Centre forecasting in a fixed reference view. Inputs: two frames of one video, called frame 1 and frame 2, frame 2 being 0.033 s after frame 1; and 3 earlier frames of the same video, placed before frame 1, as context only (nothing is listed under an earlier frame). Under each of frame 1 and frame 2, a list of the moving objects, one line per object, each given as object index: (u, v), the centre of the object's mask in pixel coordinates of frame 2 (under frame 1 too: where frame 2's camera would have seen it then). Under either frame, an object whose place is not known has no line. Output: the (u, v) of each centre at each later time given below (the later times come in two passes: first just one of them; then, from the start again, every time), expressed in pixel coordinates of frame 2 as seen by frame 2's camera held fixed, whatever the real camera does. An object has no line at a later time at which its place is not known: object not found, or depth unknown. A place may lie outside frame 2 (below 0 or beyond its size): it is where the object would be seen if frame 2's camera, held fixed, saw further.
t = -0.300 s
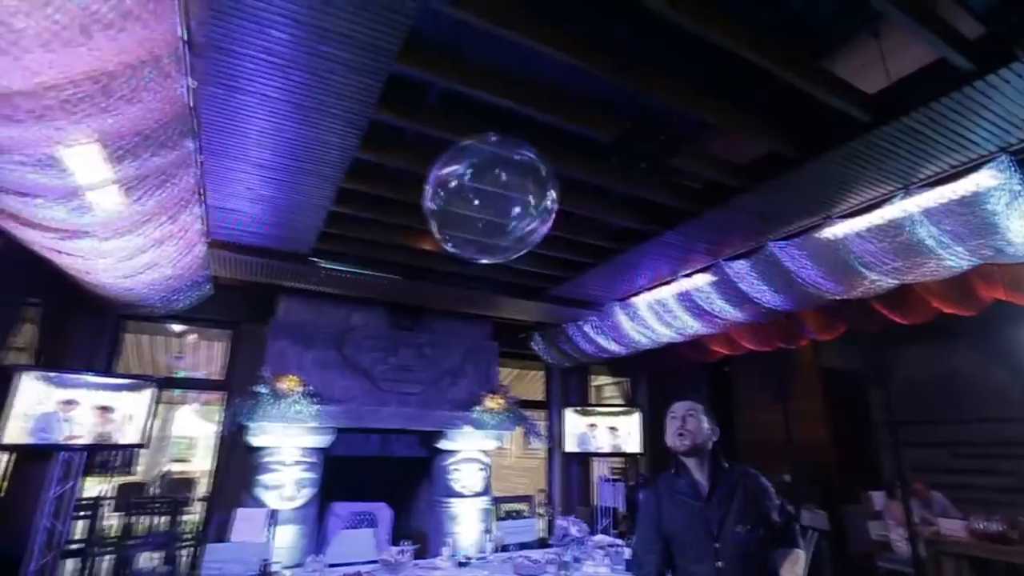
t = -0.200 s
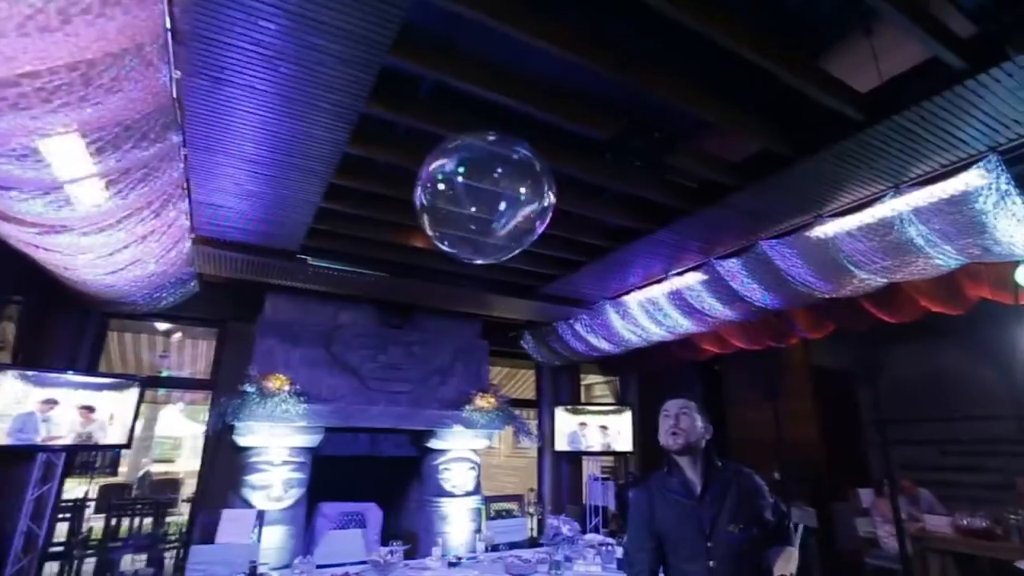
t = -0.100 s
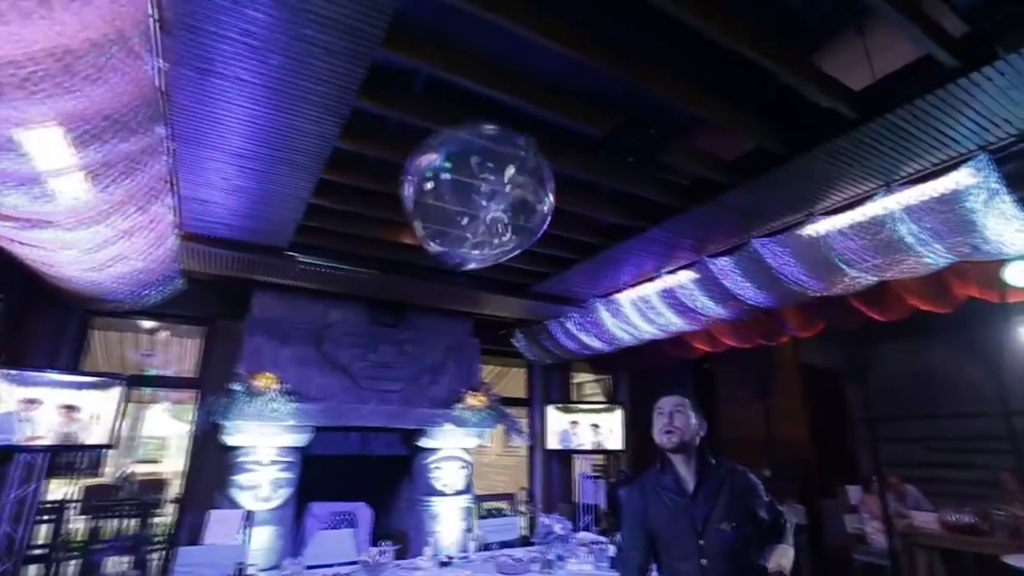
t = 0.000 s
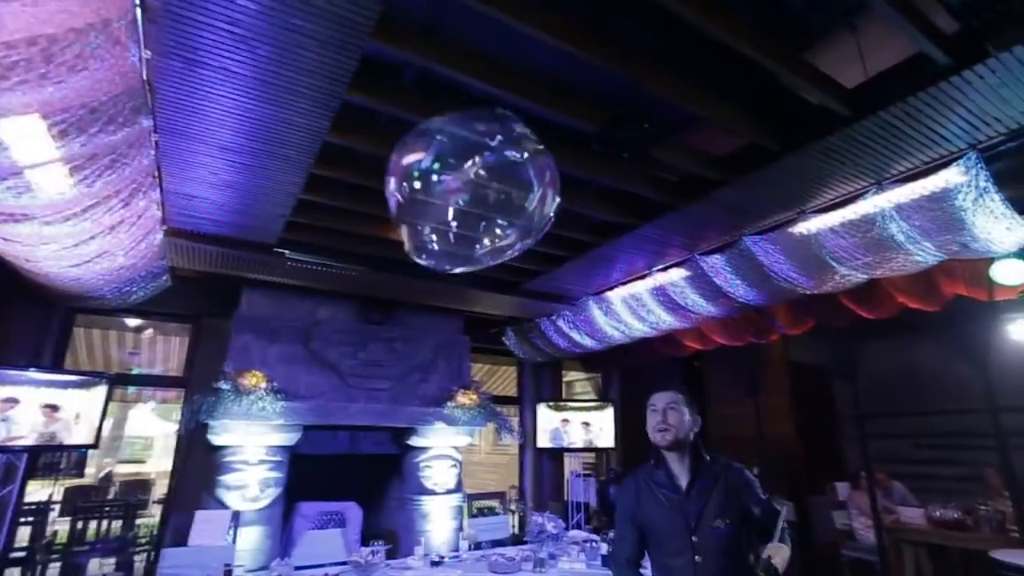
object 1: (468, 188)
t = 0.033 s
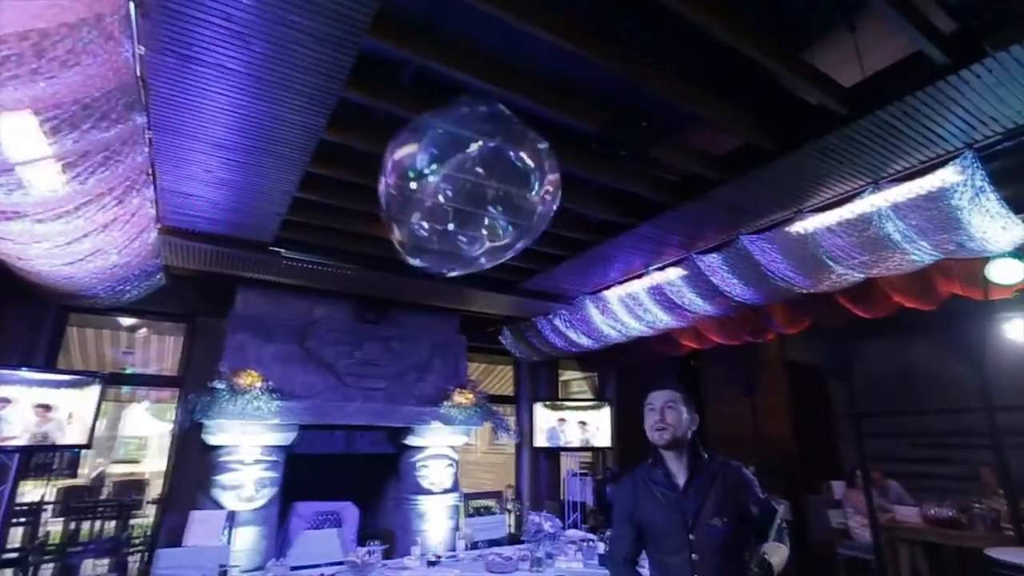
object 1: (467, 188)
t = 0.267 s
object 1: (454, 183)
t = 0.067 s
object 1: (464, 187)
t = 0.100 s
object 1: (461, 188)
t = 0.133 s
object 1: (457, 187)
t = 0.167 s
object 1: (458, 185)
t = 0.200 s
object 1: (455, 184)
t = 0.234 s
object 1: (454, 183)
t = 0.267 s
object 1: (454, 183)
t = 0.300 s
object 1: (452, 182)
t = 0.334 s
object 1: (451, 181)
